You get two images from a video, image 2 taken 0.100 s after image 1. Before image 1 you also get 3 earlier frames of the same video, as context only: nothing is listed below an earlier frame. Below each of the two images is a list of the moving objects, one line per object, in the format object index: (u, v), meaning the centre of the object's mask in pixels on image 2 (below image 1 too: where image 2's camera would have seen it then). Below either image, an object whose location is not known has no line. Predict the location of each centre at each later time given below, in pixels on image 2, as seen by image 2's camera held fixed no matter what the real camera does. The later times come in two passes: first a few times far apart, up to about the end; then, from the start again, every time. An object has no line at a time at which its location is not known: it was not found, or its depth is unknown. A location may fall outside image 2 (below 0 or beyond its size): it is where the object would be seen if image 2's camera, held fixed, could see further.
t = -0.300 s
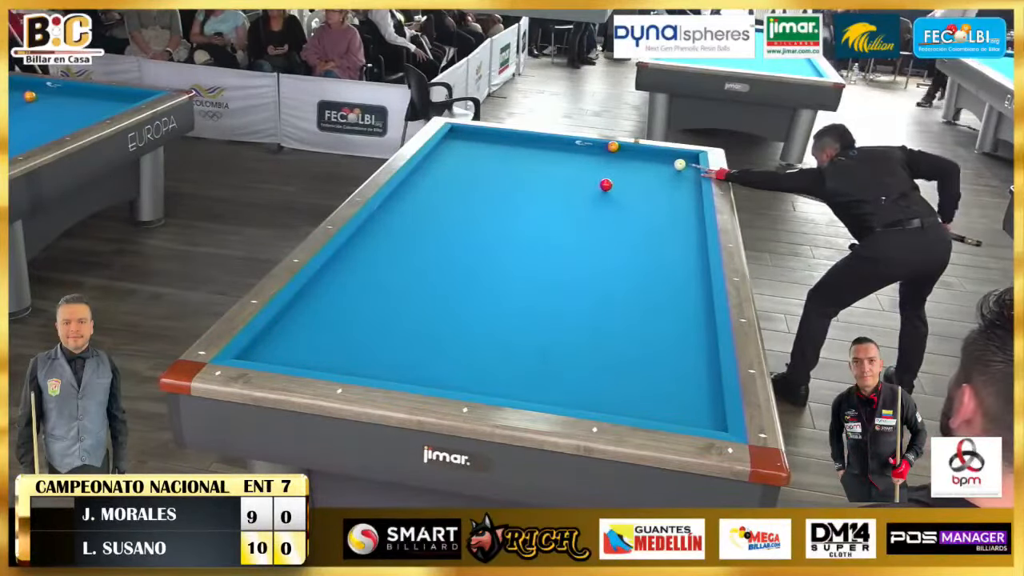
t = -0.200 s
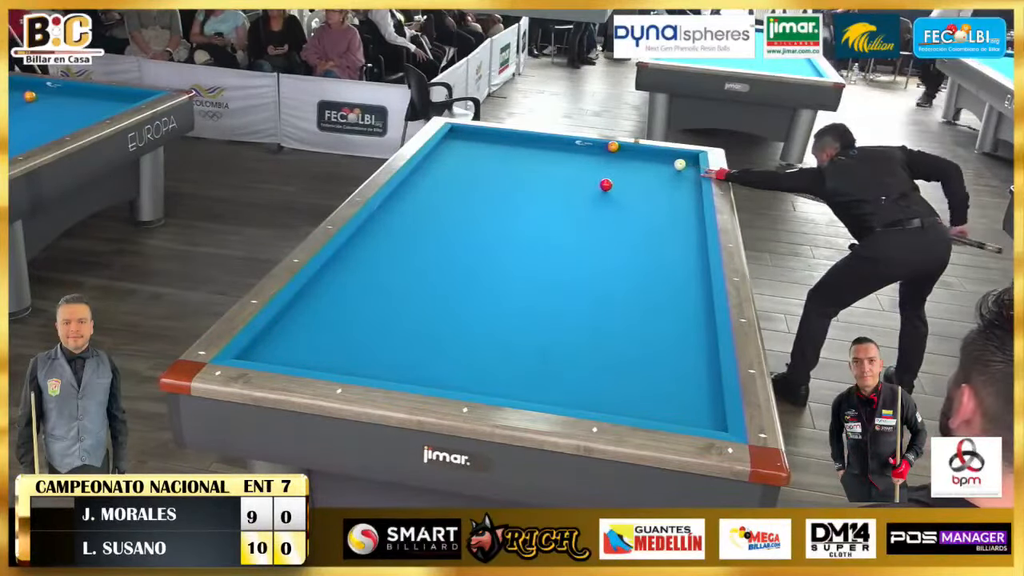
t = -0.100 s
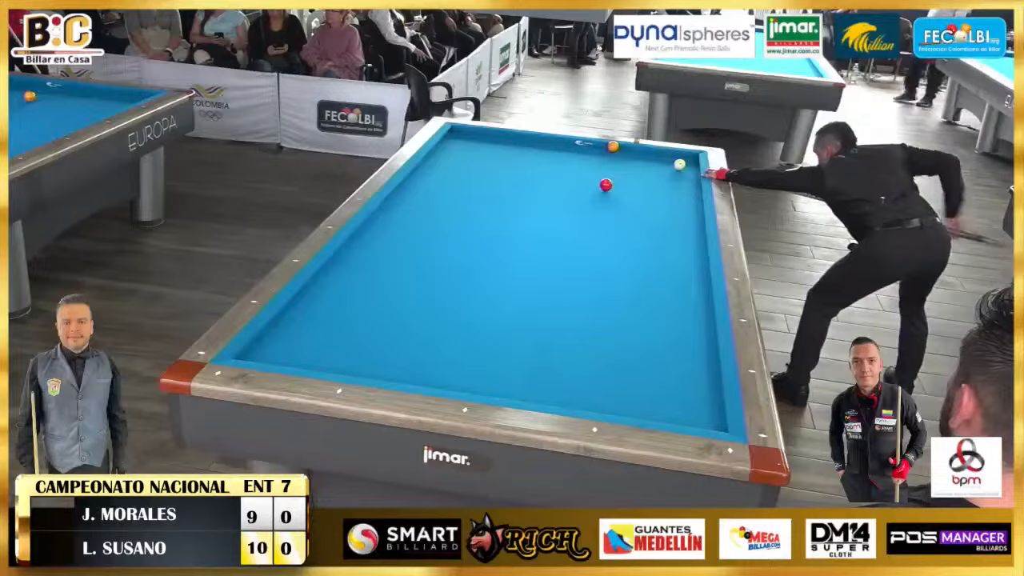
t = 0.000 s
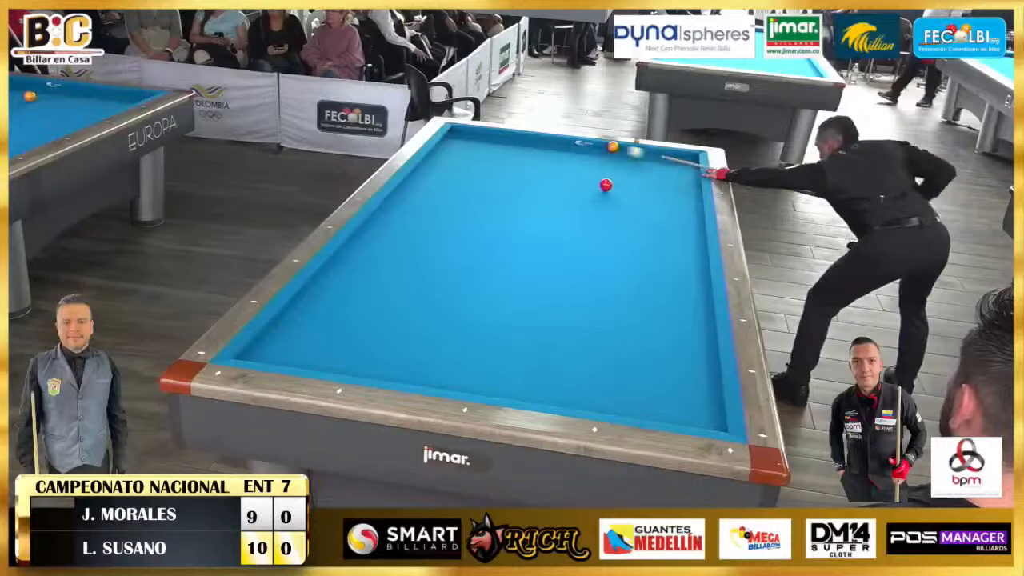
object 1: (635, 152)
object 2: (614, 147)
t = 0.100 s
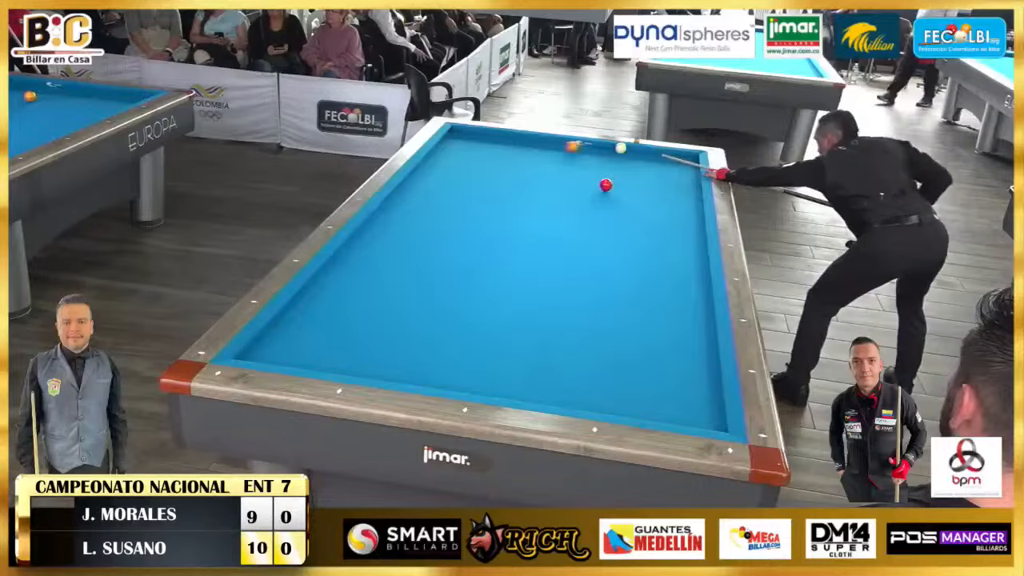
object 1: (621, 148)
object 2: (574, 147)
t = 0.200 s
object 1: (618, 147)
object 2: (525, 150)
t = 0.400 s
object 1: (600, 146)
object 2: (429, 157)
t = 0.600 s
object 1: (572, 142)
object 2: (477, 179)
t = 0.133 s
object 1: (620, 148)
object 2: (558, 148)
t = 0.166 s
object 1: (619, 148)
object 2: (541, 149)
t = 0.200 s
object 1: (618, 147)
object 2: (525, 150)
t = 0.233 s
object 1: (616, 147)
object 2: (508, 151)
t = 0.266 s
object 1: (614, 146)
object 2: (492, 152)
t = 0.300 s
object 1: (611, 146)
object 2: (476, 153)
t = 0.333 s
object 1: (608, 146)
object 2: (460, 154)
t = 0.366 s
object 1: (604, 146)
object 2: (444, 155)
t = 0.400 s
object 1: (600, 146)
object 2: (429, 157)
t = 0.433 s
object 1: (596, 145)
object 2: (437, 160)
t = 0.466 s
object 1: (592, 145)
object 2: (445, 164)
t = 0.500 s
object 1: (588, 144)
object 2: (454, 168)
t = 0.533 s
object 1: (583, 144)
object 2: (462, 172)
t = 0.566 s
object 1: (577, 143)
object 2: (469, 176)
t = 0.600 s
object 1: (572, 142)
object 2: (477, 179)
